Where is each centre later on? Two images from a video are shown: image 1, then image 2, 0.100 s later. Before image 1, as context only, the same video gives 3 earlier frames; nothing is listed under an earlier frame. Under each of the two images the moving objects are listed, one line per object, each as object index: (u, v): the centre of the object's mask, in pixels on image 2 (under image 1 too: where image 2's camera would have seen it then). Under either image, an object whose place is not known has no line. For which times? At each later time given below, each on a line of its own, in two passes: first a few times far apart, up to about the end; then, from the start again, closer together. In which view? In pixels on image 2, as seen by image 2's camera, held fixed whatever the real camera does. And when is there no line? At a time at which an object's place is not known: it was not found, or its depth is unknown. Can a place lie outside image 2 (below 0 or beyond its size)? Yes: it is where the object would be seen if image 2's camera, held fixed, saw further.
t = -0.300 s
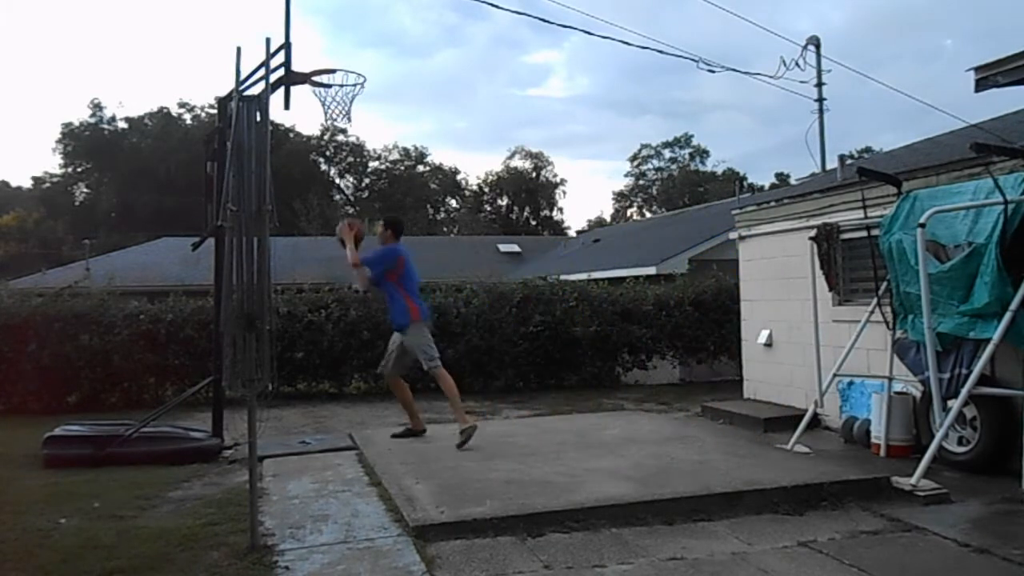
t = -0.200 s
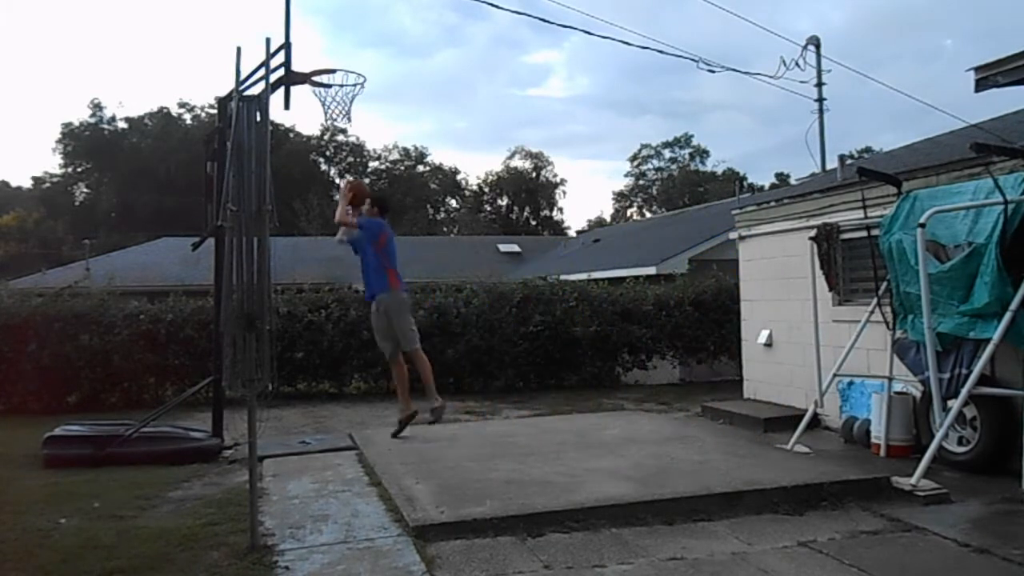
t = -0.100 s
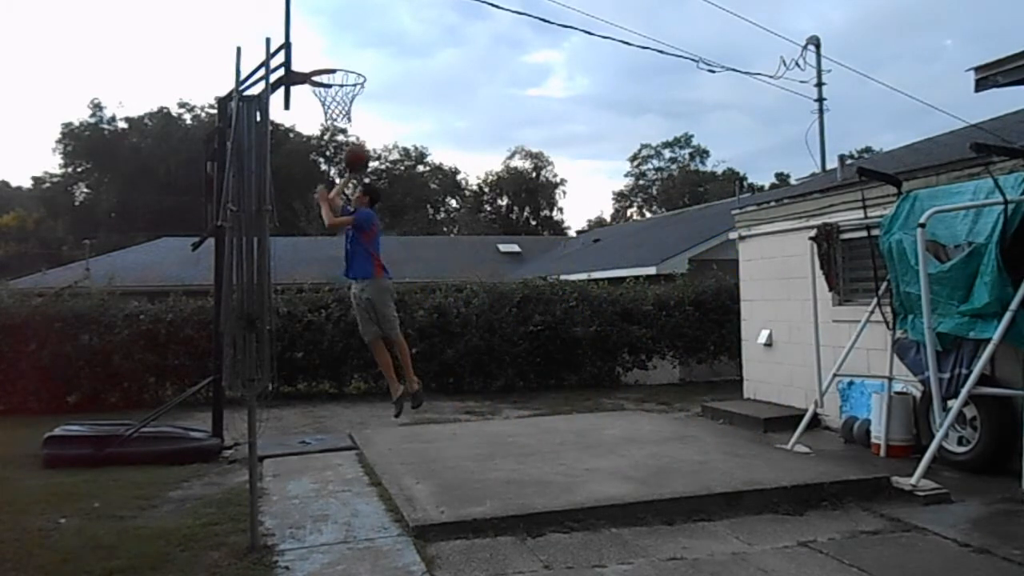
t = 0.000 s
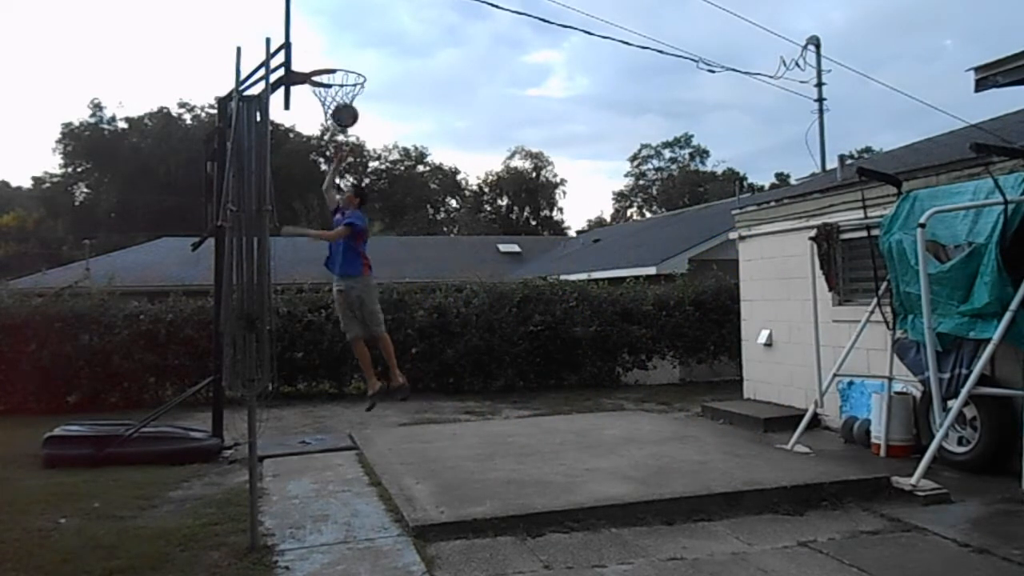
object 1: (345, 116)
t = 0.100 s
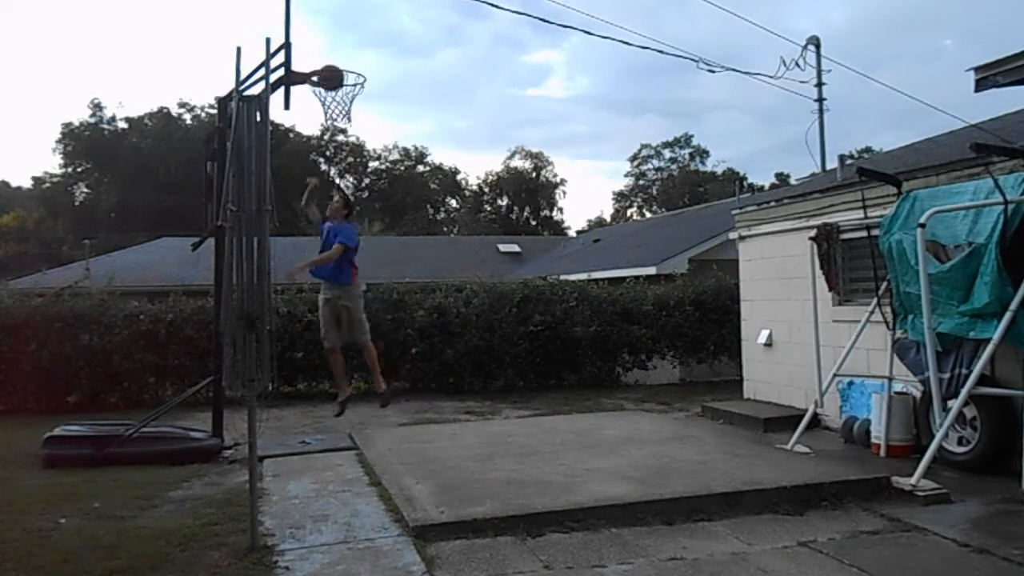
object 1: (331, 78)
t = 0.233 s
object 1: (311, 42)
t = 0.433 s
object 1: (318, 40)
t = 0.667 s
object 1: (343, 103)
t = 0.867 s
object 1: (358, 183)
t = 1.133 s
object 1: (375, 361)
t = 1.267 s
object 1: (381, 382)
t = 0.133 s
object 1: (327, 66)
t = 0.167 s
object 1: (321, 57)
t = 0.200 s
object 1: (316, 50)
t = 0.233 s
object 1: (311, 42)
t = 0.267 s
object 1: (306, 36)
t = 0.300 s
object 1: (303, 33)
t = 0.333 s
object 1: (307, 33)
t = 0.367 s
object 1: (310, 34)
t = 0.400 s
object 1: (314, 37)
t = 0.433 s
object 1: (318, 40)
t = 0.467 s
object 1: (321, 45)
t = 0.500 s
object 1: (325, 52)
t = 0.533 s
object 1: (329, 58)
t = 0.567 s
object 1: (332, 68)
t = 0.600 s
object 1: (336, 79)
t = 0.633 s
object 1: (339, 90)
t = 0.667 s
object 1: (343, 103)
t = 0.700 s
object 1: (346, 114)
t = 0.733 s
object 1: (348, 125)
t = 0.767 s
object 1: (350, 139)
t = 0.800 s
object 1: (353, 153)
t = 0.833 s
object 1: (354, 166)
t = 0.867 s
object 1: (358, 183)
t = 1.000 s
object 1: (366, 266)
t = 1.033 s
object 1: (369, 288)
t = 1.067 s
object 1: (371, 309)
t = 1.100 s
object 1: (372, 335)
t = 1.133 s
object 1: (375, 361)
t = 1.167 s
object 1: (378, 392)
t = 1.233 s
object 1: (380, 404)
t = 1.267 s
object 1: (381, 382)
